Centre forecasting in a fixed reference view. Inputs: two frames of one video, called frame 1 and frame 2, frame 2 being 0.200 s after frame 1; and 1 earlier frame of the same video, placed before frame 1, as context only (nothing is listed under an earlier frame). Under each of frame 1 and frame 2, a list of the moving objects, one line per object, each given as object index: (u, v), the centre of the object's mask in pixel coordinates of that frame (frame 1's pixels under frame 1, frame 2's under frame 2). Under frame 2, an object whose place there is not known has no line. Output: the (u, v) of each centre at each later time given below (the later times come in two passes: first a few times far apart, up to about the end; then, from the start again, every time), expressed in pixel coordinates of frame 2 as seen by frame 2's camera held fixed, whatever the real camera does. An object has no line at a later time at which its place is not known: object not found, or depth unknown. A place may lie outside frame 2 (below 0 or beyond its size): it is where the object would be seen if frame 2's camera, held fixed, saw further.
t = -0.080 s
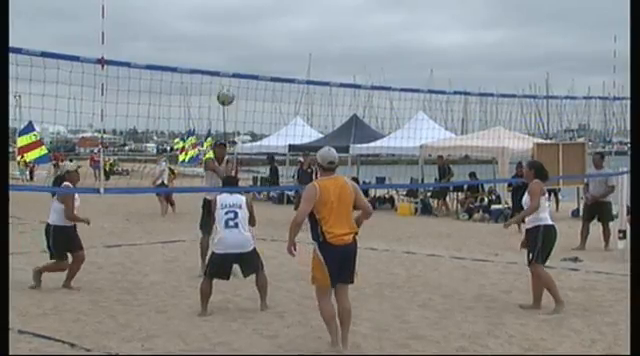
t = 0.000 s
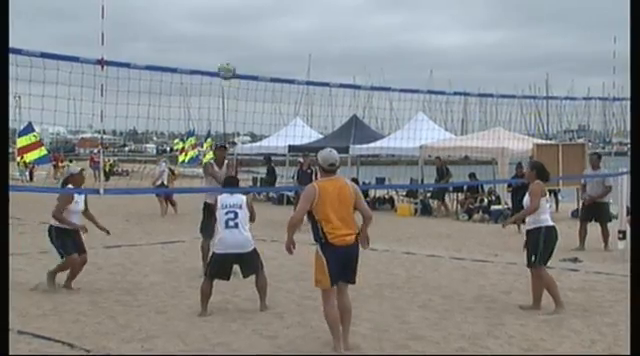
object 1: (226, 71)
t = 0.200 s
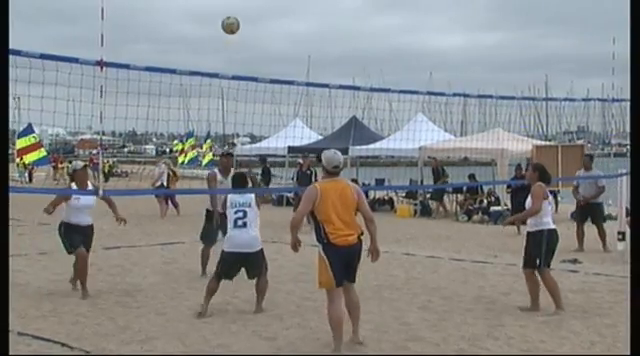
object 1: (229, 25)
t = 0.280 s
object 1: (230, 15)
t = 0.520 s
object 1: (237, 16)
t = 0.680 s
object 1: (242, 46)
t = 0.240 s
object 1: (230, 19)
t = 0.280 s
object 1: (230, 15)
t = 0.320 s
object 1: (231, 11)
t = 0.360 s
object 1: (232, 9)
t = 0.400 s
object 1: (233, 9)
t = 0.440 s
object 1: (234, 10)
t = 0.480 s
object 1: (235, 12)
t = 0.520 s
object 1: (237, 16)
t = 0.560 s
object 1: (238, 21)
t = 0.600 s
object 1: (239, 28)
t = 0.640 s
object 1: (240, 36)
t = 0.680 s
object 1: (242, 46)
